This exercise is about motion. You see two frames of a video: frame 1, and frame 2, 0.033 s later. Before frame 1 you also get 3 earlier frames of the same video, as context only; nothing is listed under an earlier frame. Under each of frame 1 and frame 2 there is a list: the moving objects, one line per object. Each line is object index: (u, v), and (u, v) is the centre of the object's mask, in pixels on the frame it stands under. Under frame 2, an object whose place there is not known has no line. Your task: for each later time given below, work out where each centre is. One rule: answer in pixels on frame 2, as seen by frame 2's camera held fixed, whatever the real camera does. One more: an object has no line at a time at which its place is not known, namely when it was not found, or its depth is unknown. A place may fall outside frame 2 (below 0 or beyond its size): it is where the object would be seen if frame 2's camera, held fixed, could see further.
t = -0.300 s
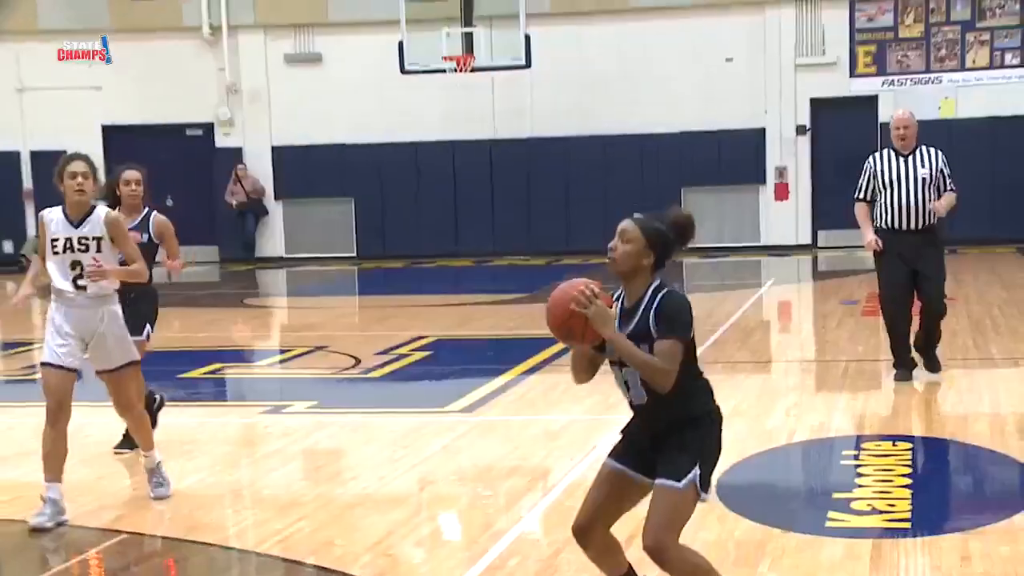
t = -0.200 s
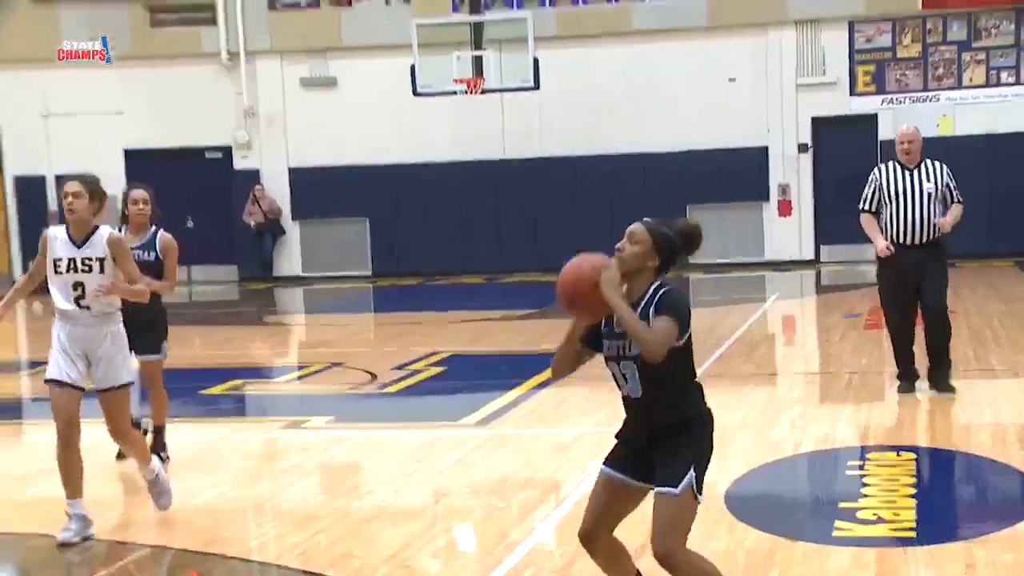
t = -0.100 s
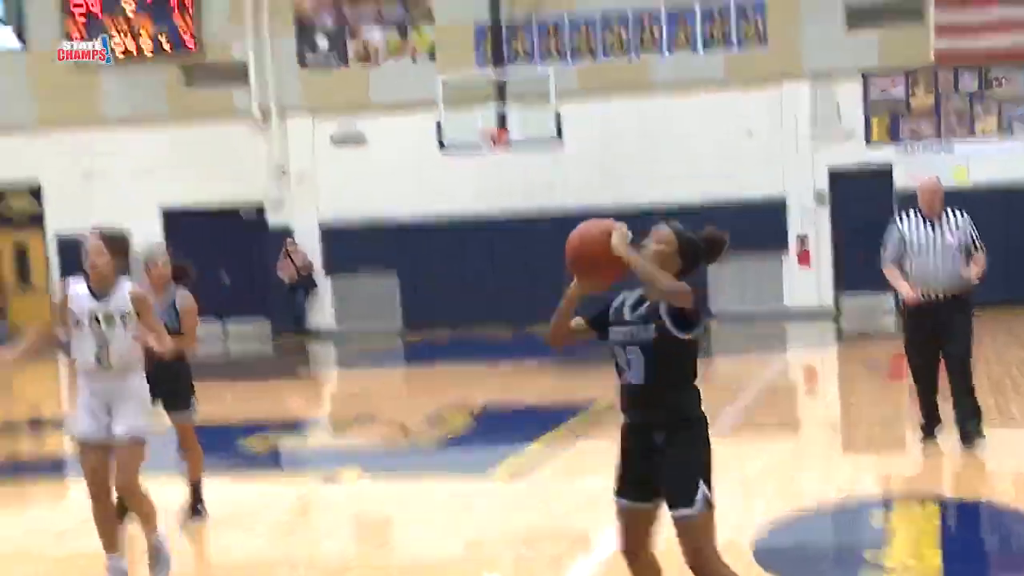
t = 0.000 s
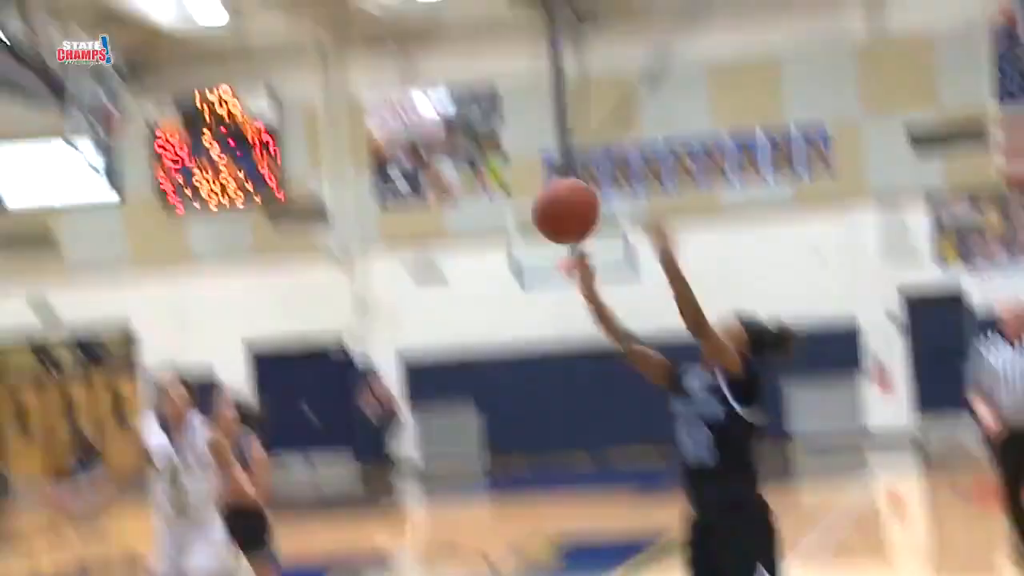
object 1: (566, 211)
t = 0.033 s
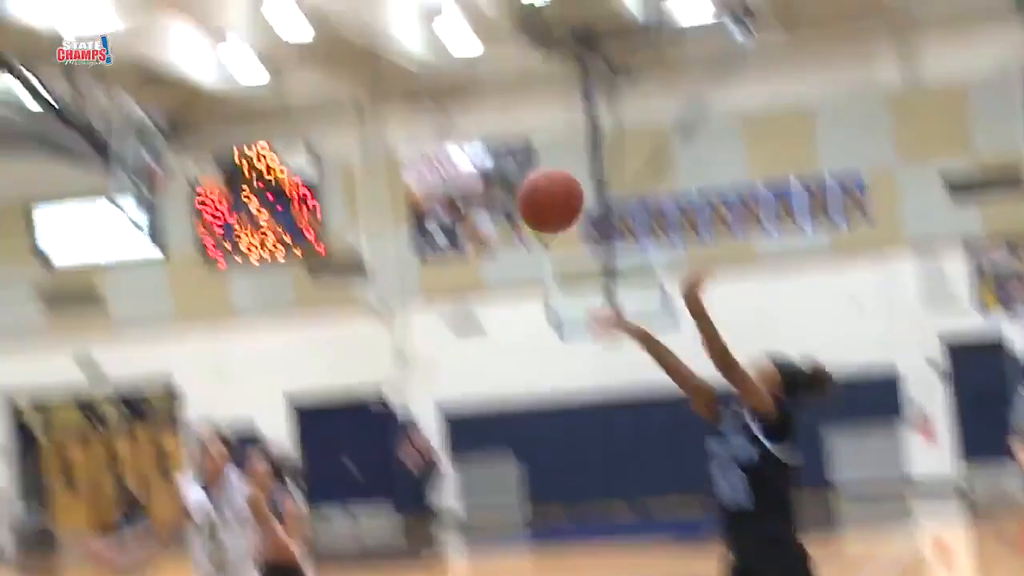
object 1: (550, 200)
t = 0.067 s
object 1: (497, 143)
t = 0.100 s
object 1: (444, 87)
